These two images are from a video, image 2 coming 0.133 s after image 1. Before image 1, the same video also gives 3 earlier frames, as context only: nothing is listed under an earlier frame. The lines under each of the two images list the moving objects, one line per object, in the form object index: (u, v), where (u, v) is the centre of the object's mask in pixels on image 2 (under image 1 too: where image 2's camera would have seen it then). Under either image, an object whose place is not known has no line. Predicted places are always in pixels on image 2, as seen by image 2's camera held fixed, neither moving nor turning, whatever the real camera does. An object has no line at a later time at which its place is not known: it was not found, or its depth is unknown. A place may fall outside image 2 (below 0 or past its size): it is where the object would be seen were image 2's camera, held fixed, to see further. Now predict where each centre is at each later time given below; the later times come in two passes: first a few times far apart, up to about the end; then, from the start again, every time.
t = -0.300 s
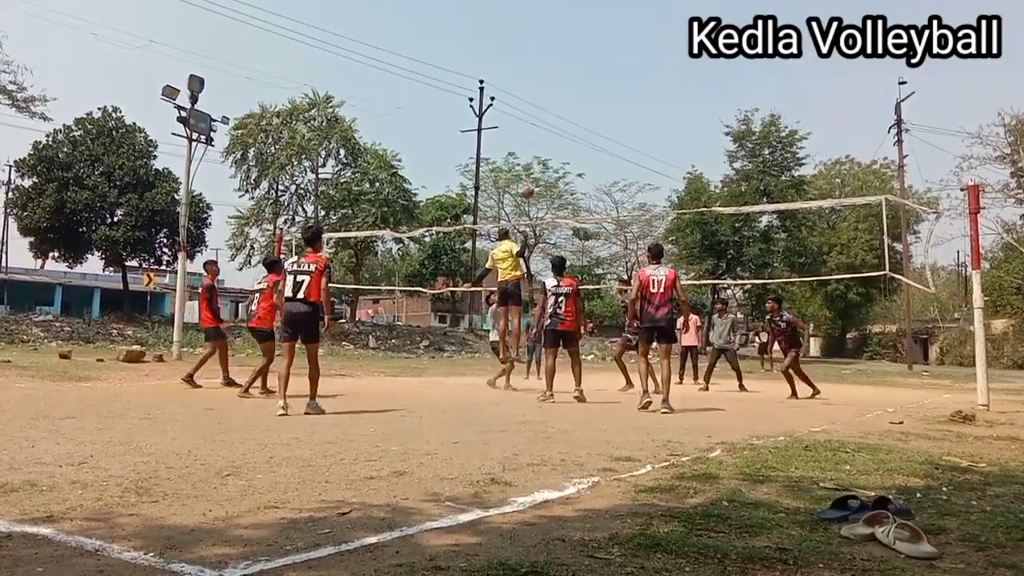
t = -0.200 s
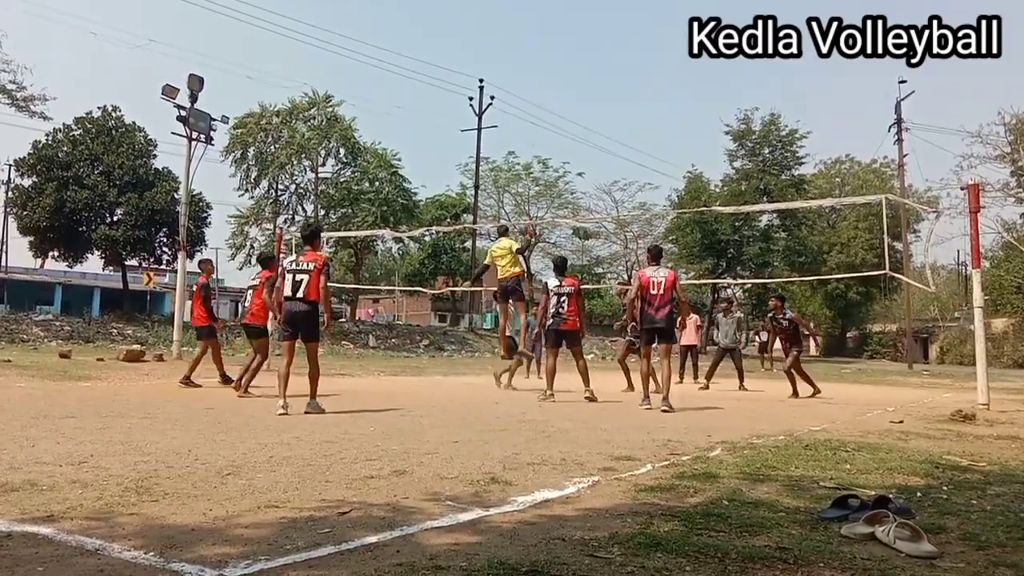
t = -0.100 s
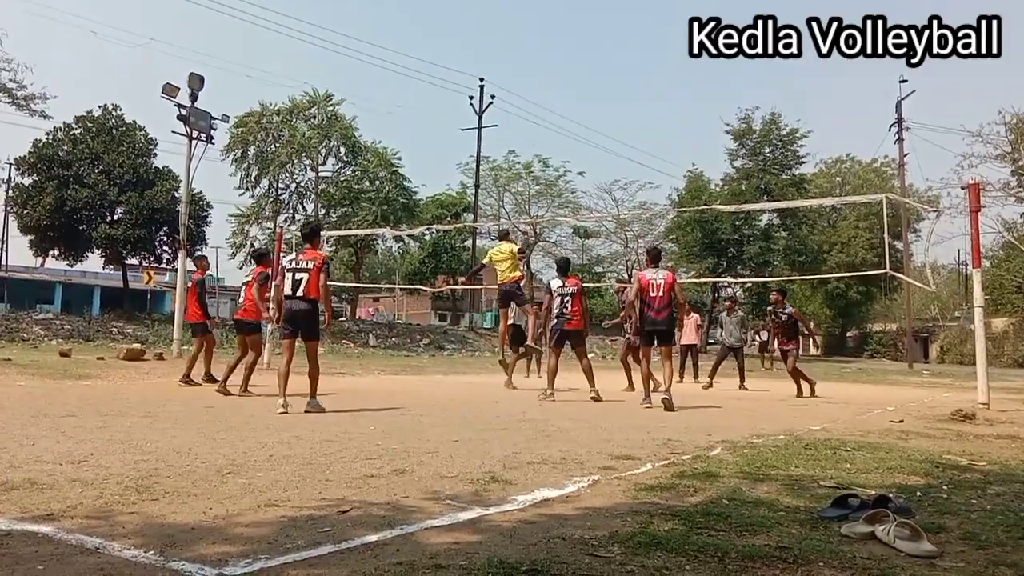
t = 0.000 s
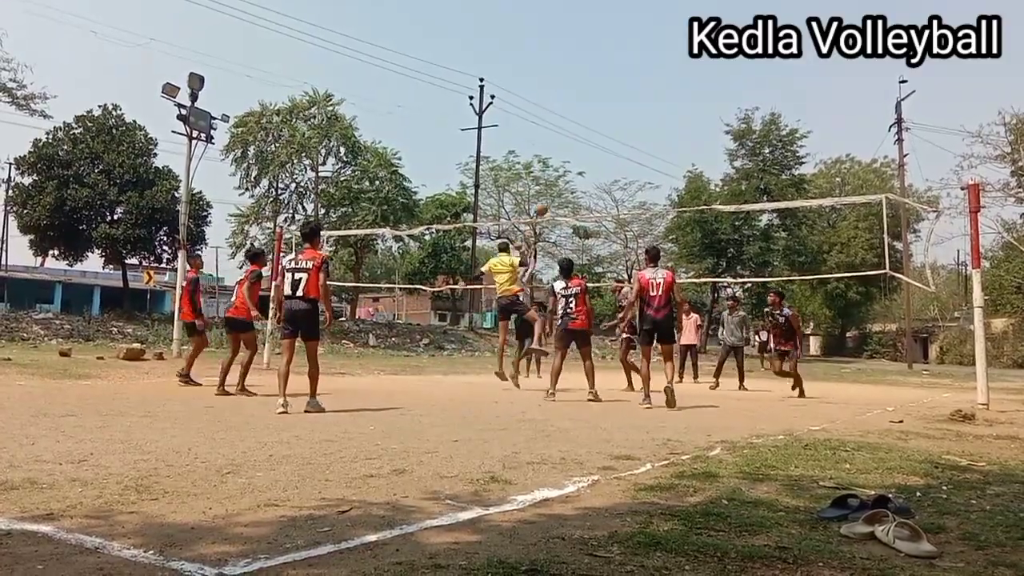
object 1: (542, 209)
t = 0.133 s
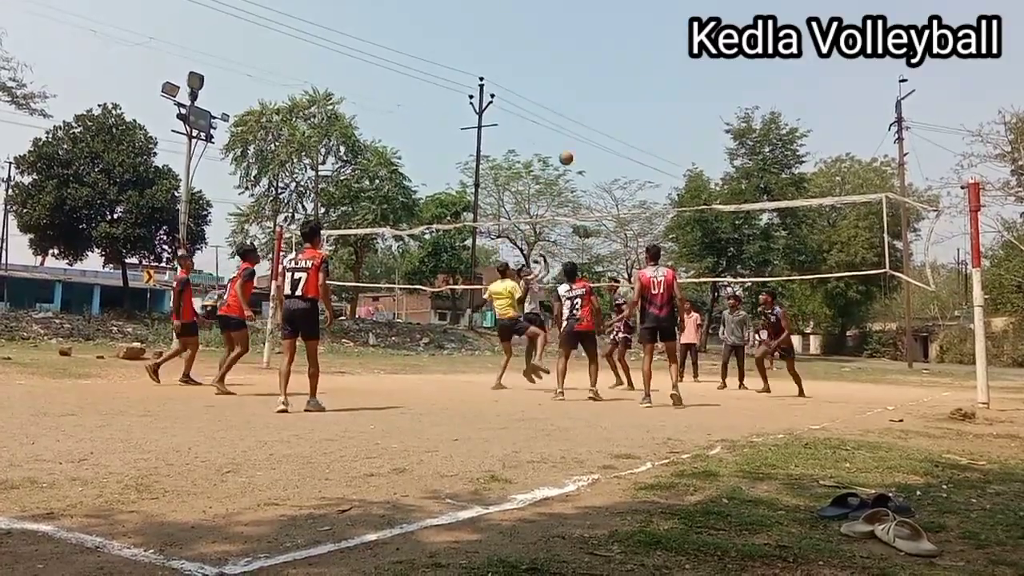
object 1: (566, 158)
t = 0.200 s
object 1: (578, 137)
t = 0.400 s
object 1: (617, 92)
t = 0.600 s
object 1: (657, 73)
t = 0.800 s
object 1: (697, 82)
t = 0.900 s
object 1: (717, 97)
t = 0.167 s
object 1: (572, 147)
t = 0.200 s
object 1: (578, 137)
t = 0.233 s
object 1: (585, 128)
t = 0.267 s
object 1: (592, 120)
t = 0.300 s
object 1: (598, 111)
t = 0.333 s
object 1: (605, 104)
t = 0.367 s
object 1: (611, 98)
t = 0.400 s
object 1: (617, 92)
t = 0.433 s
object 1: (624, 86)
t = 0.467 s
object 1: (630, 82)
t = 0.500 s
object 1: (637, 78)
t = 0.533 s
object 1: (644, 76)
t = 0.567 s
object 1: (650, 74)
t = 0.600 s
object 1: (657, 73)
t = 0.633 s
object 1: (664, 73)
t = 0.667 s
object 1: (670, 73)
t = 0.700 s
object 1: (677, 74)
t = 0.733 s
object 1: (684, 76)
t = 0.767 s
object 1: (690, 78)
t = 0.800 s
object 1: (697, 82)
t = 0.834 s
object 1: (704, 86)
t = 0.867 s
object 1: (710, 91)
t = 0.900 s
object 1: (717, 97)
